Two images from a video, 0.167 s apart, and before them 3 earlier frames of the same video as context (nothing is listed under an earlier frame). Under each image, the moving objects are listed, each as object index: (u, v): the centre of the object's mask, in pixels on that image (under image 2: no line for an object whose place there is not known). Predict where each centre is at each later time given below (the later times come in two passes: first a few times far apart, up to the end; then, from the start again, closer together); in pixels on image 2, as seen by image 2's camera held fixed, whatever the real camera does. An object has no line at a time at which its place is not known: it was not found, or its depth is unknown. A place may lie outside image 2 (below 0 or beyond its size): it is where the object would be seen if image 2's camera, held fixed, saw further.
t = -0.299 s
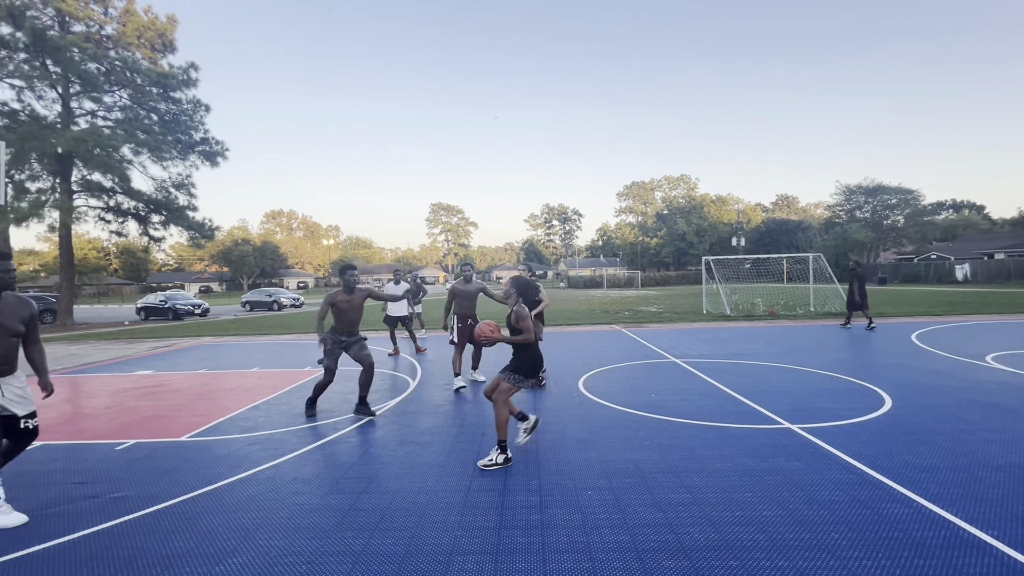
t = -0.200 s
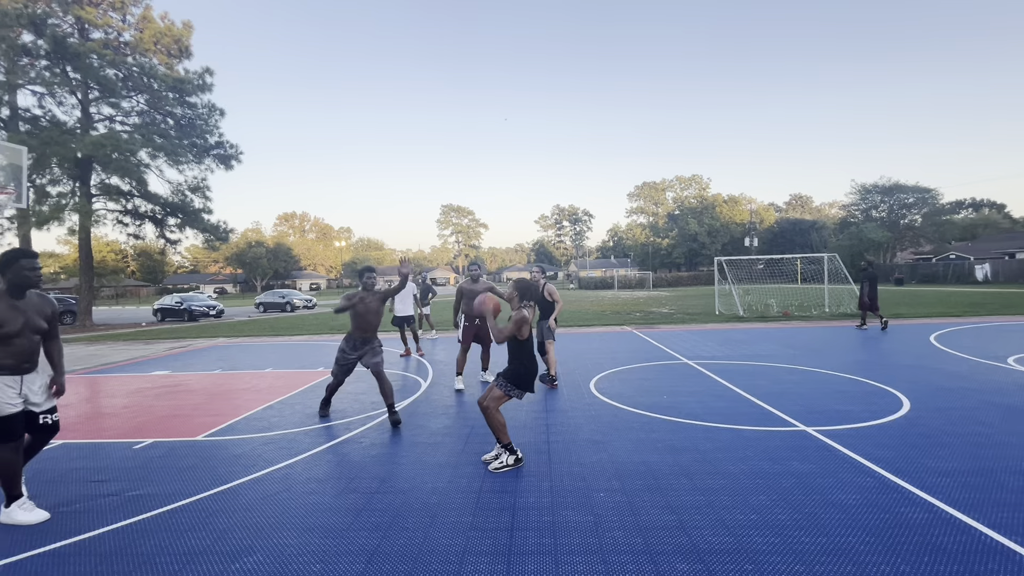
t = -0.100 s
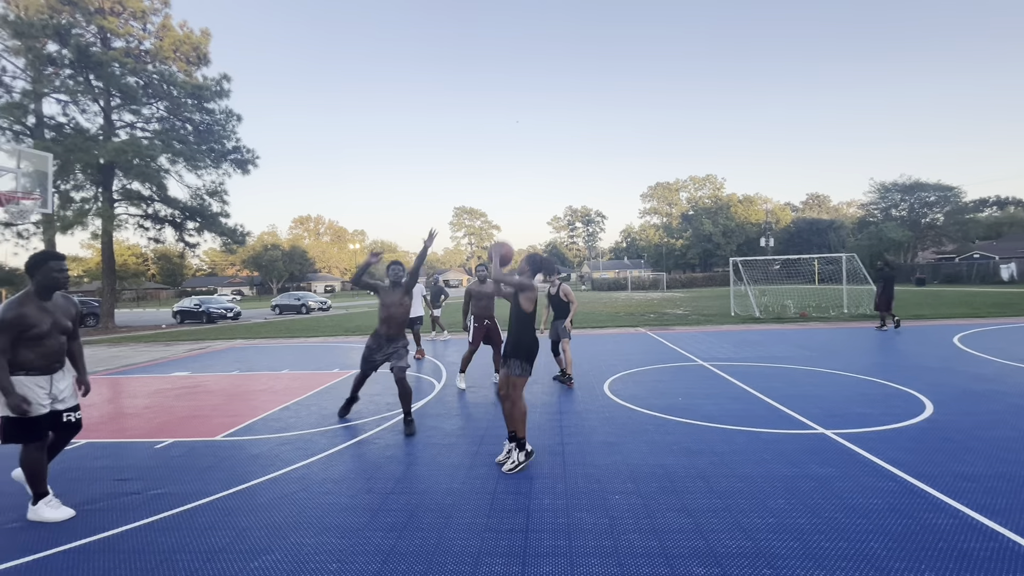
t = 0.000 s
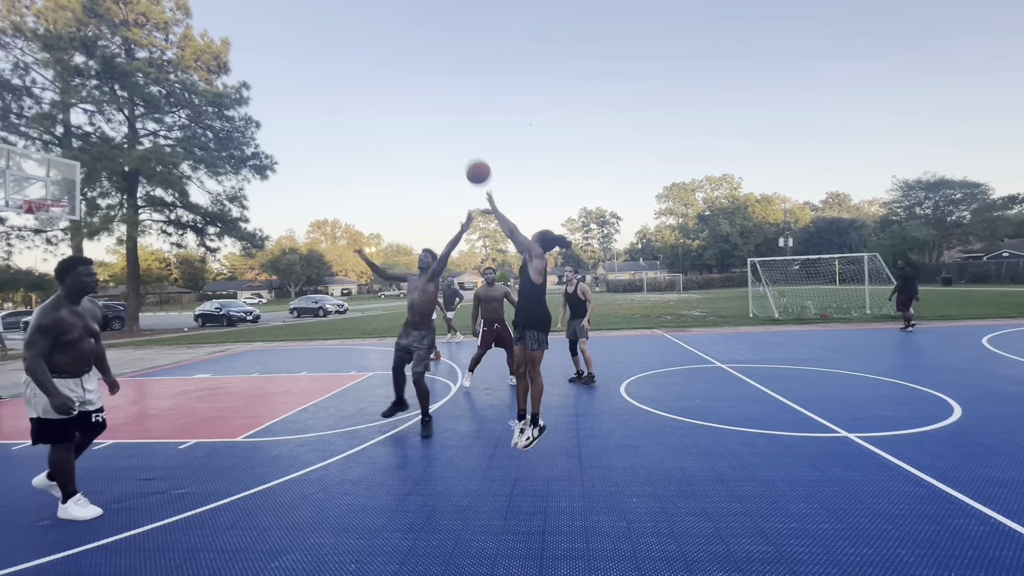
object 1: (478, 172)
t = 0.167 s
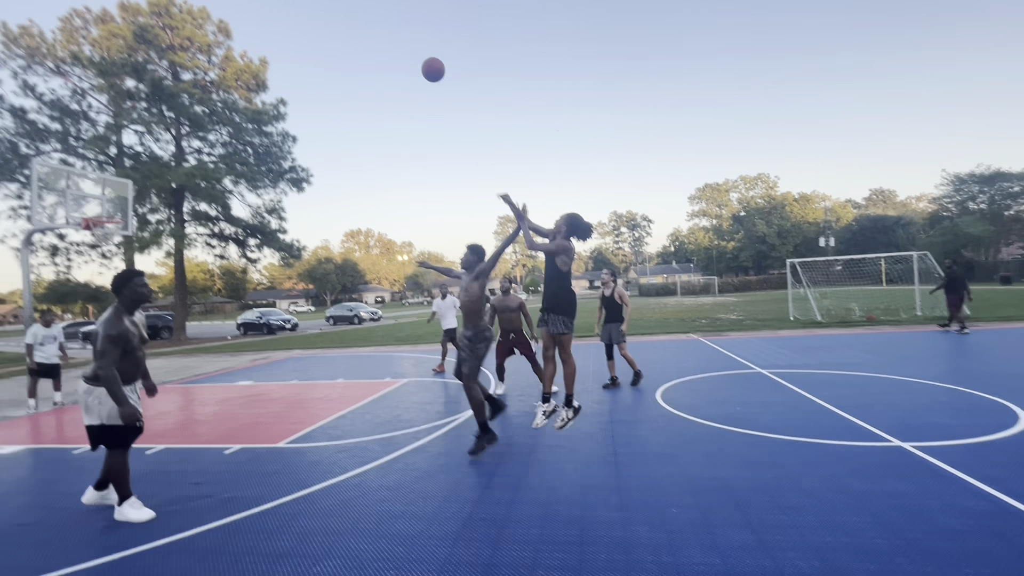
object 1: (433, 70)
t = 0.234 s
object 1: (407, 38)
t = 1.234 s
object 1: (174, 66)
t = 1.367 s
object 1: (153, 114)
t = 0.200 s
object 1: (420, 53)
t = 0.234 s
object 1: (407, 38)
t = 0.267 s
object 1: (394, 24)
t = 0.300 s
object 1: (382, 12)
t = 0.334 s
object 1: (370, 0)
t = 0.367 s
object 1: (359, -10)
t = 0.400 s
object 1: (348, -19)
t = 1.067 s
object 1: (204, 18)
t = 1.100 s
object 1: (197, 26)
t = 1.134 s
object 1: (192, 35)
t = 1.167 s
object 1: (185, 46)
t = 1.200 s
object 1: (179, 56)
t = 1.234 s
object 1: (174, 66)
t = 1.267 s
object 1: (169, 78)
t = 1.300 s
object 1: (163, 89)
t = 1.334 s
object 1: (158, 101)
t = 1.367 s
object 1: (153, 114)
